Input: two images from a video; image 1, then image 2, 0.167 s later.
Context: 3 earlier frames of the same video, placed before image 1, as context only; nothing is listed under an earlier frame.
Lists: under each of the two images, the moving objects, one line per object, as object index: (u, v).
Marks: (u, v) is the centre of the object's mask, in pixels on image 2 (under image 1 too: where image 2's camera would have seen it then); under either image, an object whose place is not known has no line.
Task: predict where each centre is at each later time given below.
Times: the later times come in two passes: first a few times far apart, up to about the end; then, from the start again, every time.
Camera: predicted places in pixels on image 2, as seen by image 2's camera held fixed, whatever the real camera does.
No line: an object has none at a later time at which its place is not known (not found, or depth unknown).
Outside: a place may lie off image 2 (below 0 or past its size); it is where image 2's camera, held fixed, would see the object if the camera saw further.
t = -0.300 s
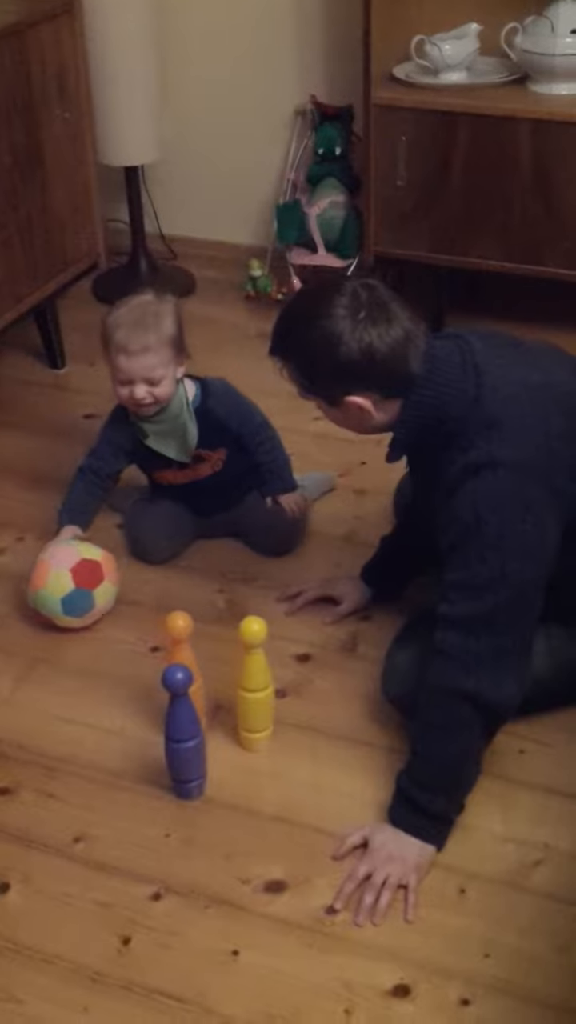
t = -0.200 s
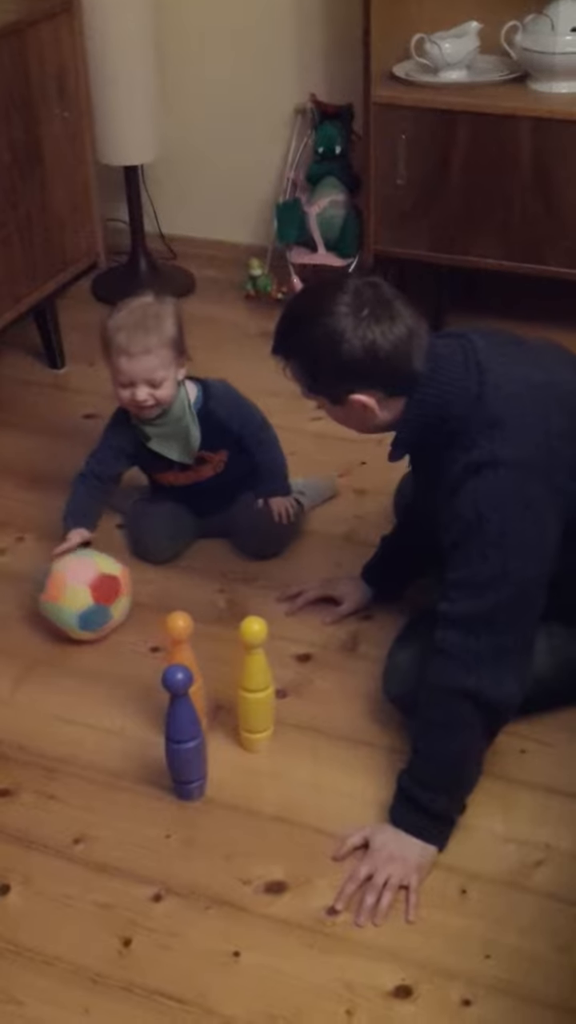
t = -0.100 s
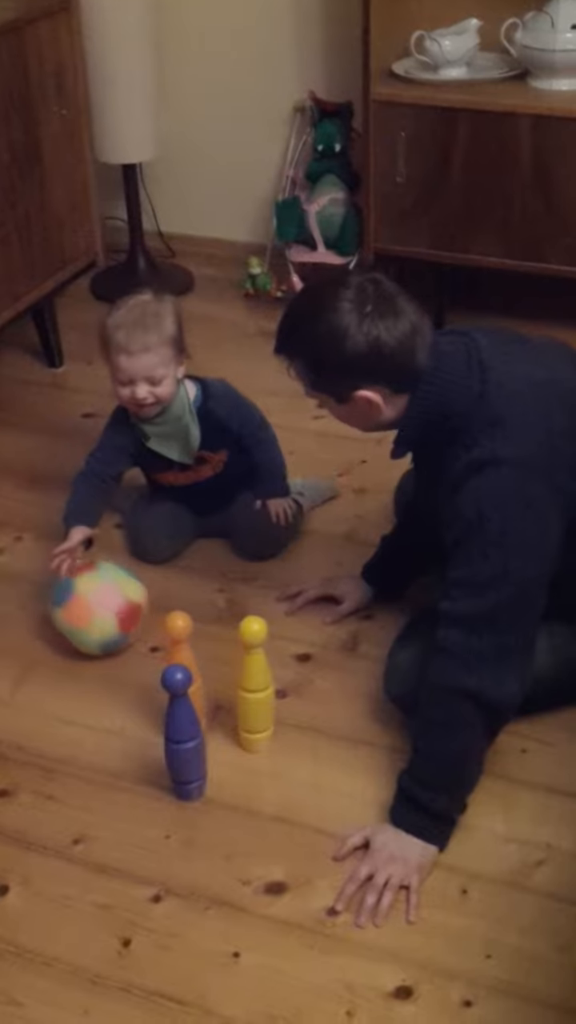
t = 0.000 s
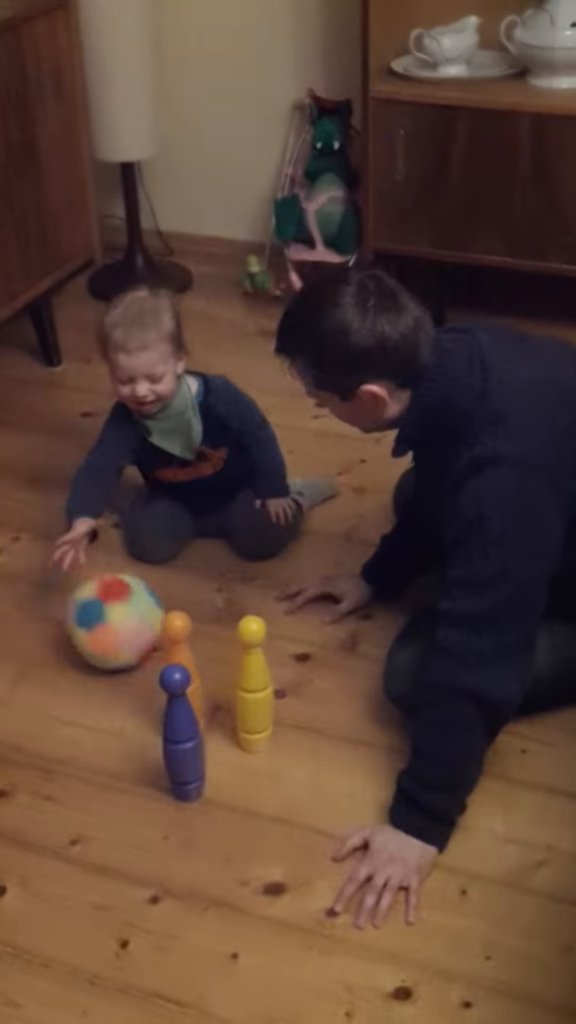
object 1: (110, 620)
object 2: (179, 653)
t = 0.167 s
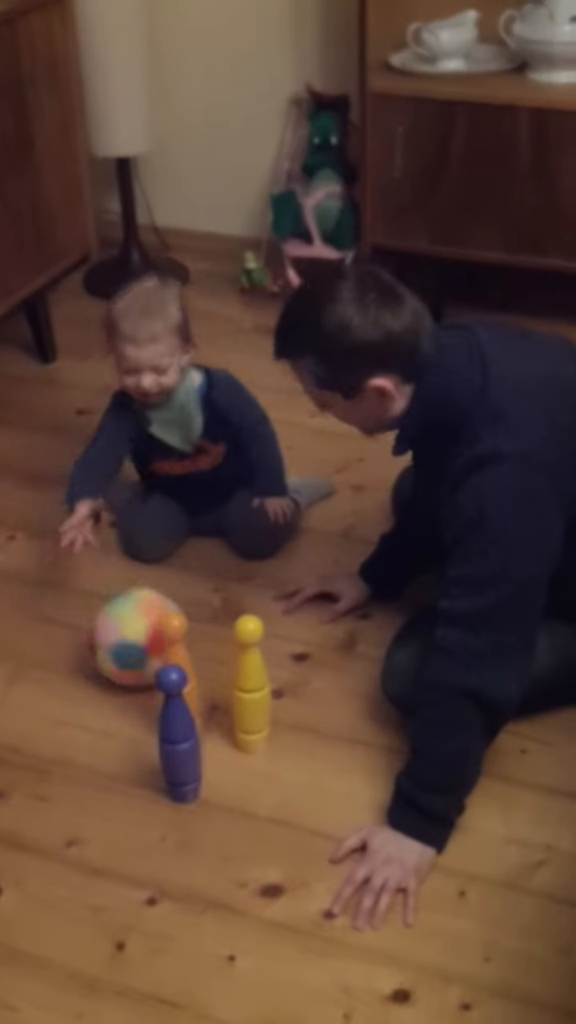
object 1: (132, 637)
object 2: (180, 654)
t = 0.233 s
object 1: (140, 643)
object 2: (179, 656)
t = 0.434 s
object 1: (170, 656)
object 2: (190, 675)
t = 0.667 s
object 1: (196, 664)
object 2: (216, 722)
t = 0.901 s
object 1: (193, 670)
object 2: (247, 774)
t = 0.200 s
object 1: (133, 640)
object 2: (179, 656)
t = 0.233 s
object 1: (140, 643)
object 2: (179, 656)
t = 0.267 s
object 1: (144, 647)
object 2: (180, 654)
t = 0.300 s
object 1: (150, 649)
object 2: (181, 656)
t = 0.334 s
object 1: (155, 652)
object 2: (181, 658)
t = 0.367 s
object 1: (160, 655)
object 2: (183, 662)
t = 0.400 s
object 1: (165, 656)
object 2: (186, 666)
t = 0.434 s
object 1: (170, 656)
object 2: (190, 675)
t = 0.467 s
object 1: (174, 658)
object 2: (192, 678)
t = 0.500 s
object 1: (177, 658)
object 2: (195, 683)
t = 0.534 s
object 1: (183, 657)
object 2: (198, 687)
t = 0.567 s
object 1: (189, 660)
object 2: (202, 694)
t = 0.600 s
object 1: (191, 660)
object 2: (207, 705)
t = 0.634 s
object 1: (191, 660)
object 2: (212, 712)
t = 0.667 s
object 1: (196, 664)
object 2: (216, 722)
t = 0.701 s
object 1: (198, 670)
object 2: (218, 732)
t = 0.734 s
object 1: (199, 672)
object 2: (226, 743)
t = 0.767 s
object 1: (199, 674)
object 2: (231, 757)
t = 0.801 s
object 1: (198, 673)
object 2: (239, 776)
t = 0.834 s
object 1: (197, 673)
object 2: (244, 786)
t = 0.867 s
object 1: (195, 671)
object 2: (245, 777)
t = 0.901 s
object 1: (193, 670)
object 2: (247, 774)
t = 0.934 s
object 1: (191, 670)
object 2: (249, 775)
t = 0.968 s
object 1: (189, 671)
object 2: (251, 780)
